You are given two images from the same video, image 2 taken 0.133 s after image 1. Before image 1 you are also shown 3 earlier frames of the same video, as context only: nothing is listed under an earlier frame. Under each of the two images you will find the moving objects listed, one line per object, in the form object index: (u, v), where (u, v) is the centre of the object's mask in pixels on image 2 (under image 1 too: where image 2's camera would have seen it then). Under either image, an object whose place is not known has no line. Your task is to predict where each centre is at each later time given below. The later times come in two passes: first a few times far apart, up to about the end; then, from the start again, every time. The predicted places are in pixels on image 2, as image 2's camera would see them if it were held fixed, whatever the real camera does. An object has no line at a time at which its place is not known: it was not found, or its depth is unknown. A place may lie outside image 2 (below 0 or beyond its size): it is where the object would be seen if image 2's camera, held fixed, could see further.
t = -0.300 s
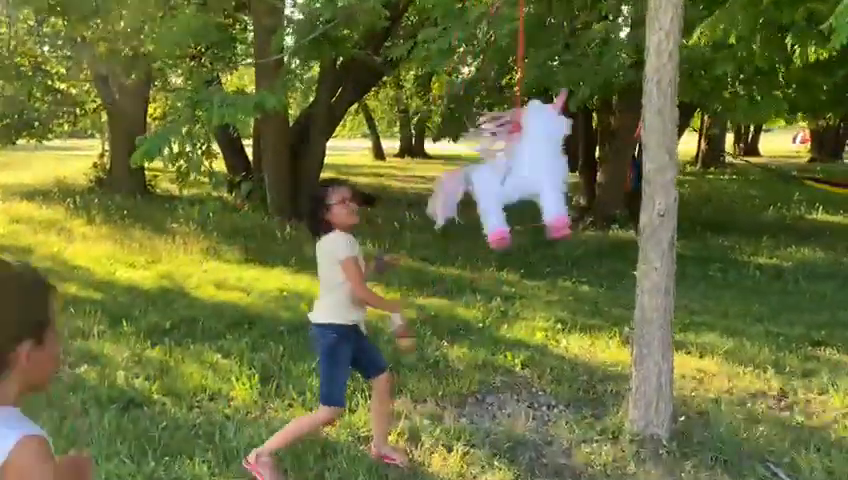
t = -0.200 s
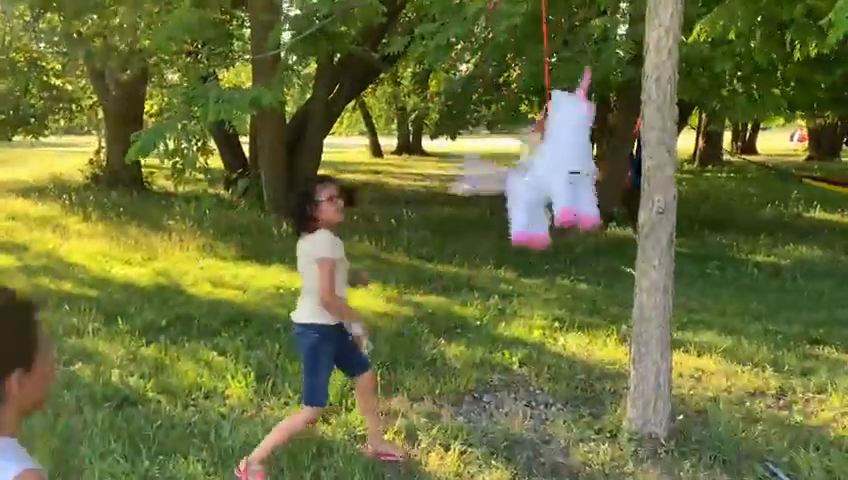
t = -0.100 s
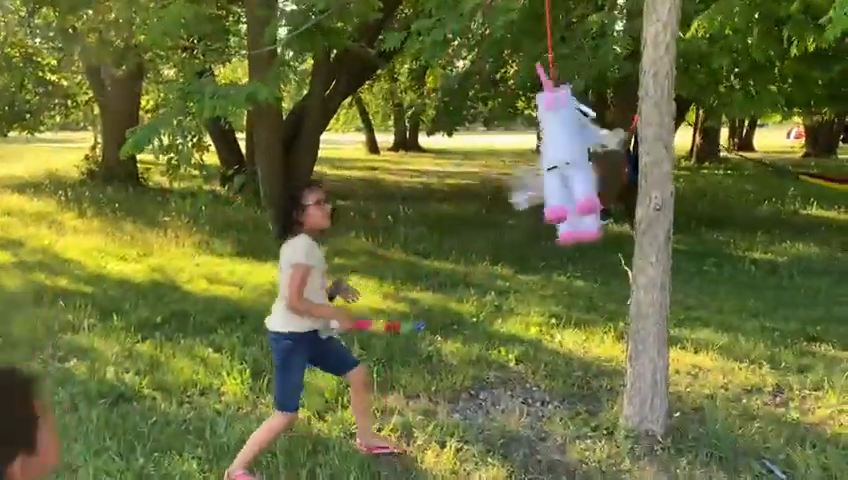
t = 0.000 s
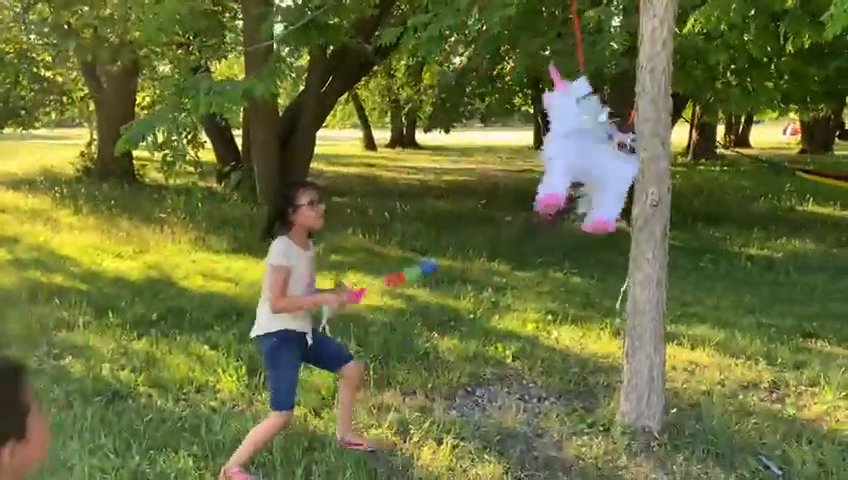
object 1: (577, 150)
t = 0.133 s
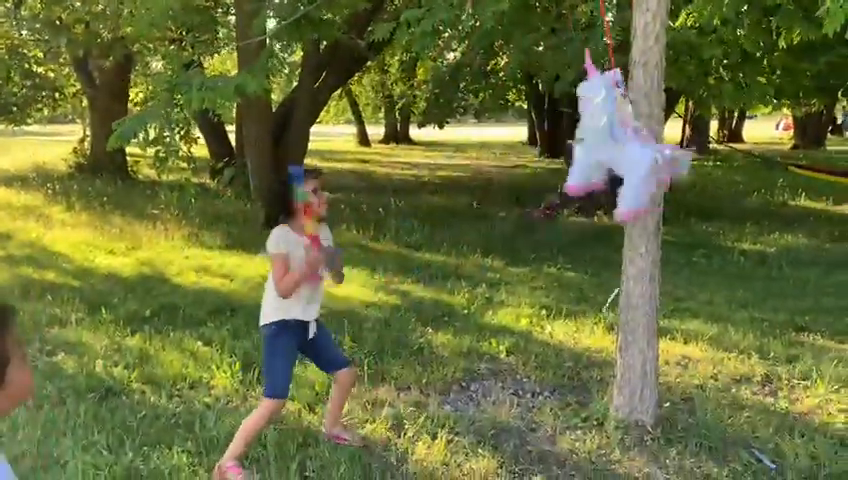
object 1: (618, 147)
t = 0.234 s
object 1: (650, 141)
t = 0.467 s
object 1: (680, 127)
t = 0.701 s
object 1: (639, 136)
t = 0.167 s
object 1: (631, 146)
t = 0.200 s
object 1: (642, 145)
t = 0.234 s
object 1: (650, 141)
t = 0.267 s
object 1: (656, 139)
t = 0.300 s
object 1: (659, 136)
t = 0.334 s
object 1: (668, 134)
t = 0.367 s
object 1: (673, 129)
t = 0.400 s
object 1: (680, 127)
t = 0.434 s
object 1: (681, 127)
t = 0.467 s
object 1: (680, 127)
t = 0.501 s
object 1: (680, 127)
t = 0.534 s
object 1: (674, 132)
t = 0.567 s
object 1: (669, 136)
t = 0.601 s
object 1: (661, 135)
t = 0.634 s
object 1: (654, 136)
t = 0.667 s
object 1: (645, 136)
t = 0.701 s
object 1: (639, 136)
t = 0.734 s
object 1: (633, 139)
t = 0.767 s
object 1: (625, 142)
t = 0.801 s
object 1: (614, 143)
